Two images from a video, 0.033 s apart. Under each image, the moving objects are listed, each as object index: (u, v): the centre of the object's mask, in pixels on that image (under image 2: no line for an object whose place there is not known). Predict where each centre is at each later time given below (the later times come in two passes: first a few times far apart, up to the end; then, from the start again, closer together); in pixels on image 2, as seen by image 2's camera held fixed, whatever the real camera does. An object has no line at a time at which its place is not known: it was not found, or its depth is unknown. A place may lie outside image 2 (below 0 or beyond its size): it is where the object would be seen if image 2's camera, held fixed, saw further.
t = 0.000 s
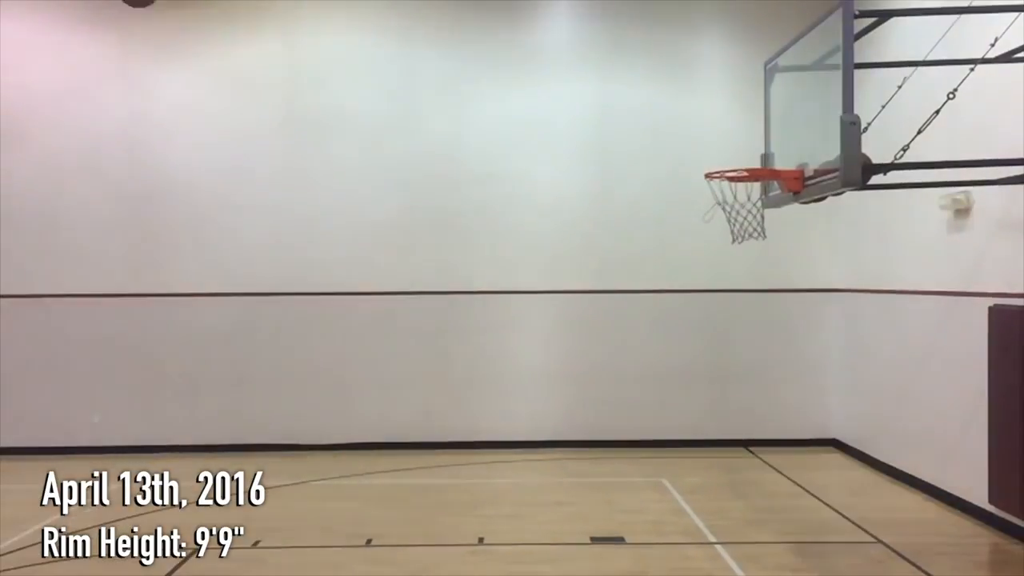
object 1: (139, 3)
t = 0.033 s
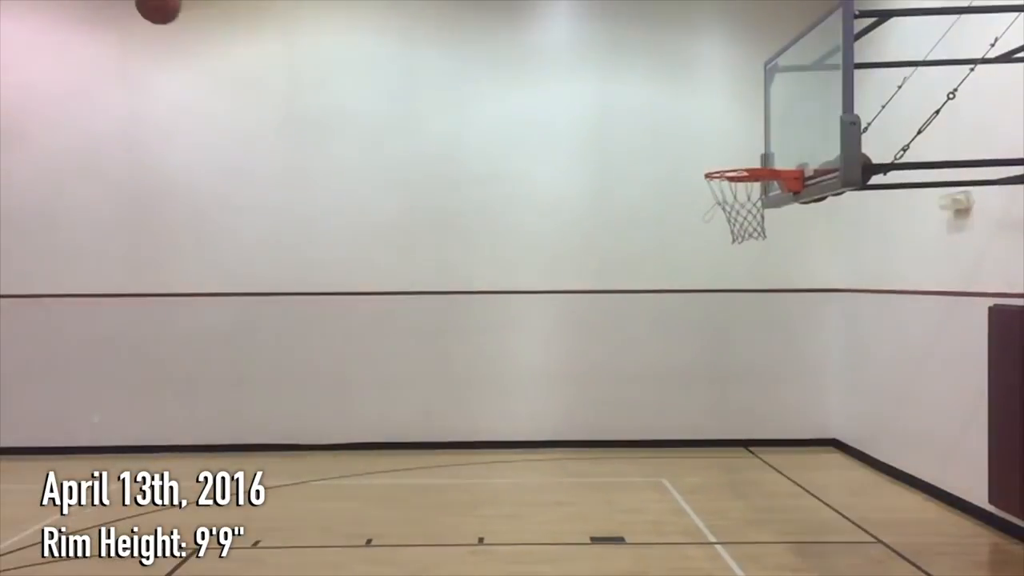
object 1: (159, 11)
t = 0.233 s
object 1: (279, 135)
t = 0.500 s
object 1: (418, 380)
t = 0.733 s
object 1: (516, 566)
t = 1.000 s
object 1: (551, 371)
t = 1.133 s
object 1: (569, 308)
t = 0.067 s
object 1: (179, 21)
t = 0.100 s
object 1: (200, 41)
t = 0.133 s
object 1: (220, 62)
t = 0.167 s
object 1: (240, 85)
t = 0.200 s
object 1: (260, 109)
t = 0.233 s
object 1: (279, 135)
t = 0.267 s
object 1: (297, 162)
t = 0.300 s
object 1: (315, 190)
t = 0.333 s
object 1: (333, 219)
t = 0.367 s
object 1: (351, 249)
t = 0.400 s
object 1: (368, 280)
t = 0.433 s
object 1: (385, 313)
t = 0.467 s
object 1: (402, 346)
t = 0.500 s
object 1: (418, 380)
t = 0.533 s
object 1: (434, 416)
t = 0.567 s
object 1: (450, 453)
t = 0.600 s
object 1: (466, 491)
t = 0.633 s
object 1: (481, 529)
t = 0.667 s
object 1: (497, 562)
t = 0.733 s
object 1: (516, 566)
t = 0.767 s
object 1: (520, 545)
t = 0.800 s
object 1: (525, 515)
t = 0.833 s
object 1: (529, 486)
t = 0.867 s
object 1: (533, 460)
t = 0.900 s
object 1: (538, 435)
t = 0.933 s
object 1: (542, 412)
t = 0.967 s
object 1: (547, 390)
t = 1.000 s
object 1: (551, 371)
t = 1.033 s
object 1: (555, 353)
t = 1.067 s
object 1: (560, 336)
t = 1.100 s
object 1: (564, 322)
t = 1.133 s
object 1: (569, 308)
